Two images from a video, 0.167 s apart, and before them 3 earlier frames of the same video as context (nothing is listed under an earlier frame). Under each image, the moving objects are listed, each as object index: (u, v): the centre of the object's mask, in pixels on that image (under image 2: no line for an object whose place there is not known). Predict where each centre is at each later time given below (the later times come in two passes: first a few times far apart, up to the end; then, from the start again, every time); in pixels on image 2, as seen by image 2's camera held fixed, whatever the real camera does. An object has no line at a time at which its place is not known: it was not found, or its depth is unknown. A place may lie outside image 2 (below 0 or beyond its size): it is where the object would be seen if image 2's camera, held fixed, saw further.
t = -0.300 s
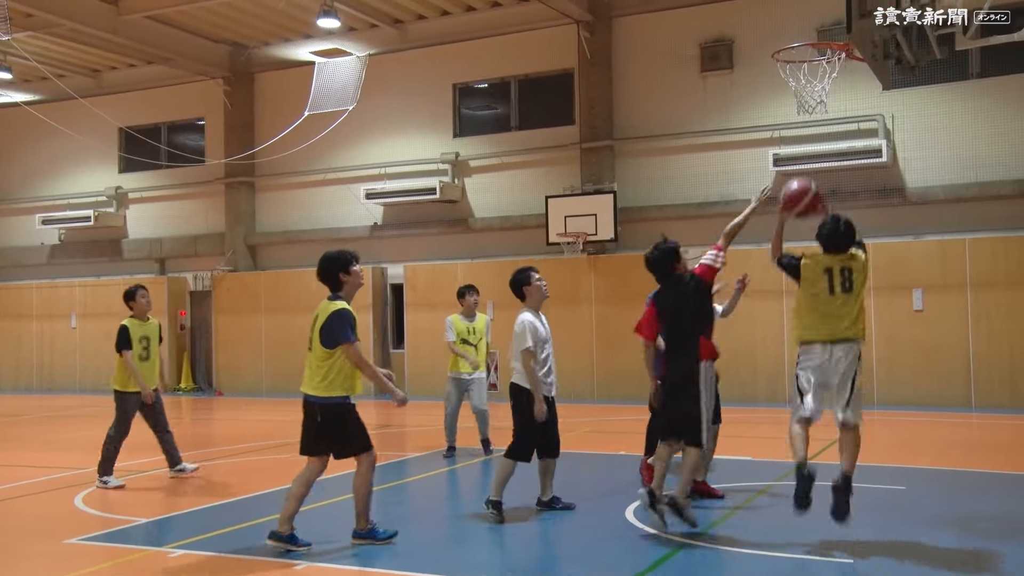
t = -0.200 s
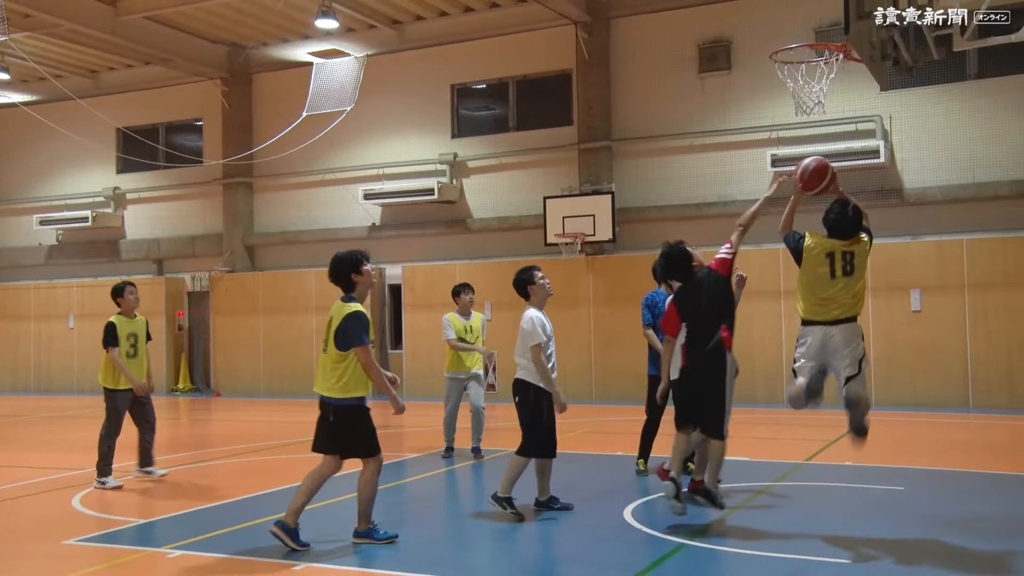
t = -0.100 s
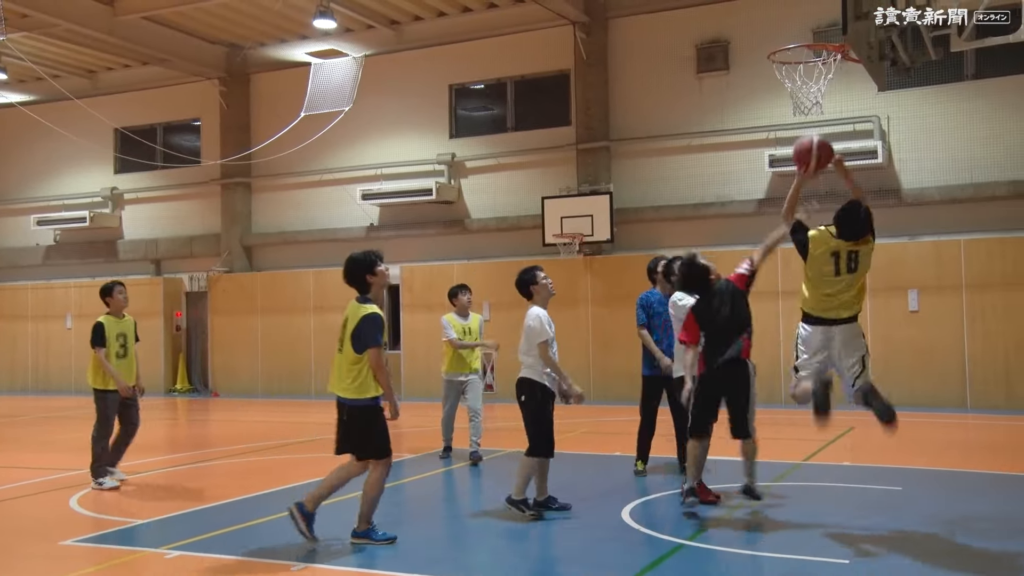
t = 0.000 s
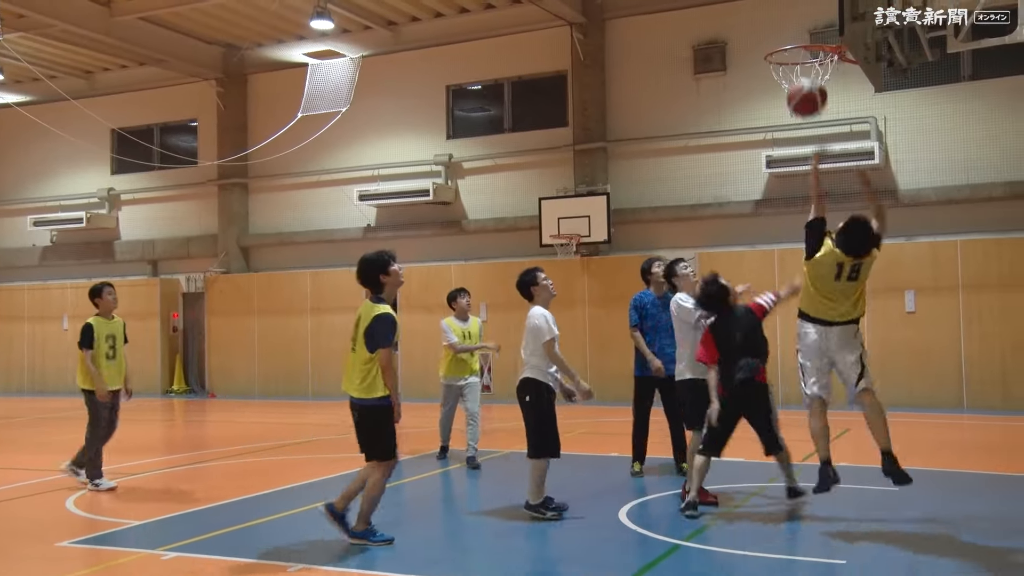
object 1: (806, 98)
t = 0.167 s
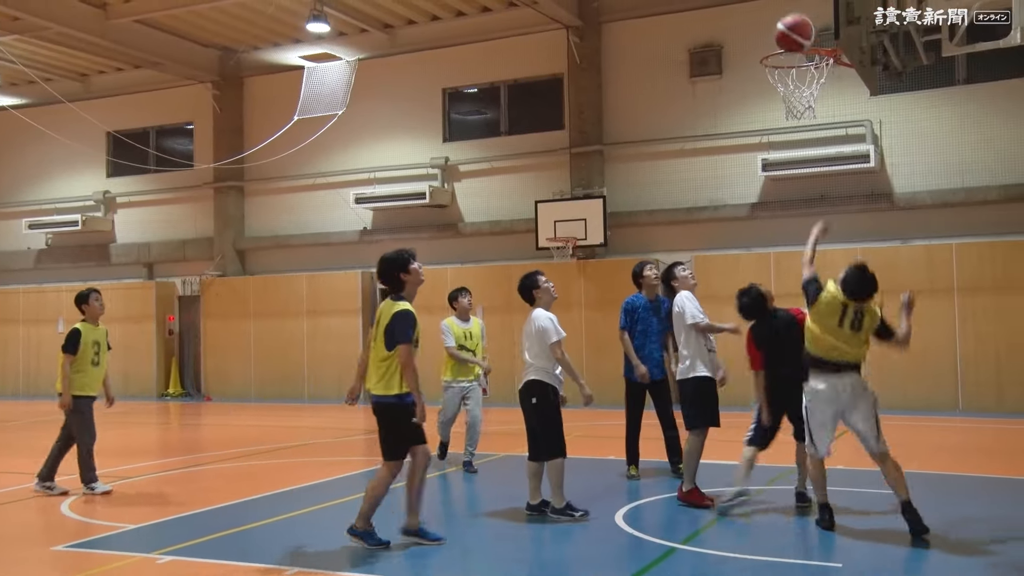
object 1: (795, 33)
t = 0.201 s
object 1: (792, 25)
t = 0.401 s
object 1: (785, 14)
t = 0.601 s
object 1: (779, 56)
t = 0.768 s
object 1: (806, 92)
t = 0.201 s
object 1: (792, 25)
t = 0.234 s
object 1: (791, 20)
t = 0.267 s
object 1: (790, 16)
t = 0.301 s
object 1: (789, 14)
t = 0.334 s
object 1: (787, 13)
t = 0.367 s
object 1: (786, 13)
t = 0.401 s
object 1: (785, 14)
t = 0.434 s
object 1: (784, 16)
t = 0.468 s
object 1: (782, 21)
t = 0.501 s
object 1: (782, 29)
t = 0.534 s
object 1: (781, 35)
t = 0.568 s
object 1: (779, 45)
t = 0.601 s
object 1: (779, 56)
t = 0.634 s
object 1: (783, 62)
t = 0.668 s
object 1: (789, 70)
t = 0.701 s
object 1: (795, 78)
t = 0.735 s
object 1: (798, 84)
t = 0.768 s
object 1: (806, 92)
